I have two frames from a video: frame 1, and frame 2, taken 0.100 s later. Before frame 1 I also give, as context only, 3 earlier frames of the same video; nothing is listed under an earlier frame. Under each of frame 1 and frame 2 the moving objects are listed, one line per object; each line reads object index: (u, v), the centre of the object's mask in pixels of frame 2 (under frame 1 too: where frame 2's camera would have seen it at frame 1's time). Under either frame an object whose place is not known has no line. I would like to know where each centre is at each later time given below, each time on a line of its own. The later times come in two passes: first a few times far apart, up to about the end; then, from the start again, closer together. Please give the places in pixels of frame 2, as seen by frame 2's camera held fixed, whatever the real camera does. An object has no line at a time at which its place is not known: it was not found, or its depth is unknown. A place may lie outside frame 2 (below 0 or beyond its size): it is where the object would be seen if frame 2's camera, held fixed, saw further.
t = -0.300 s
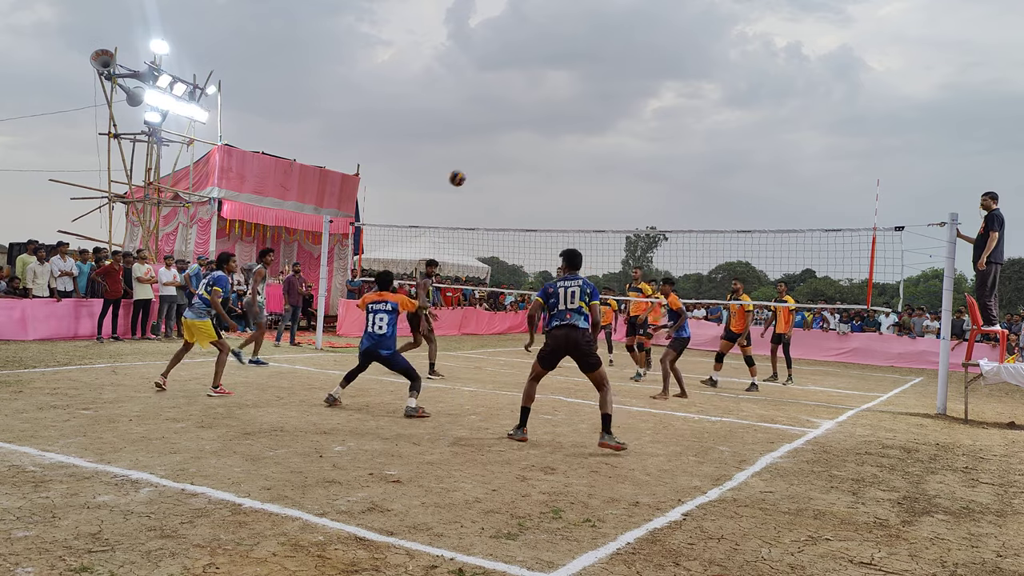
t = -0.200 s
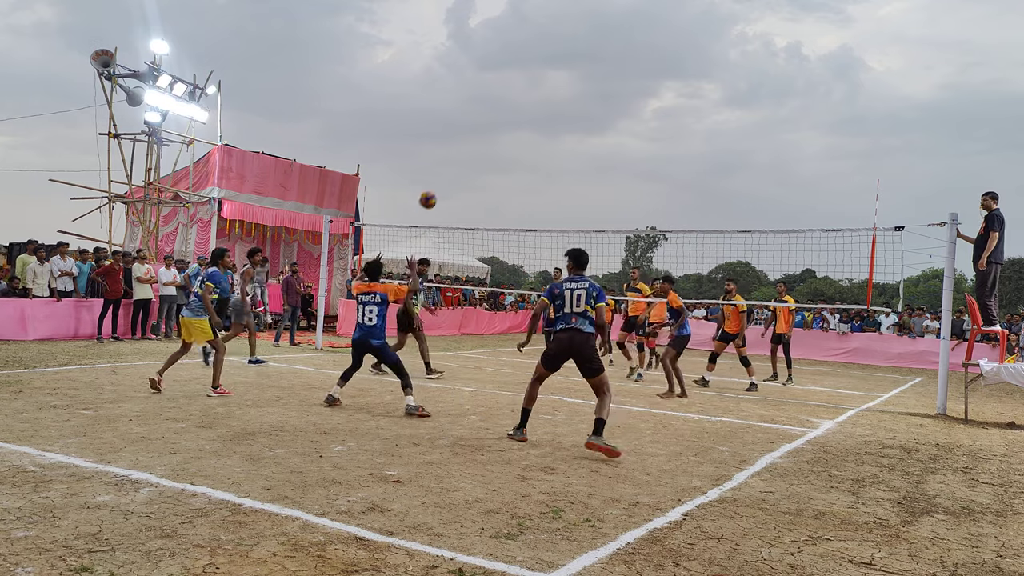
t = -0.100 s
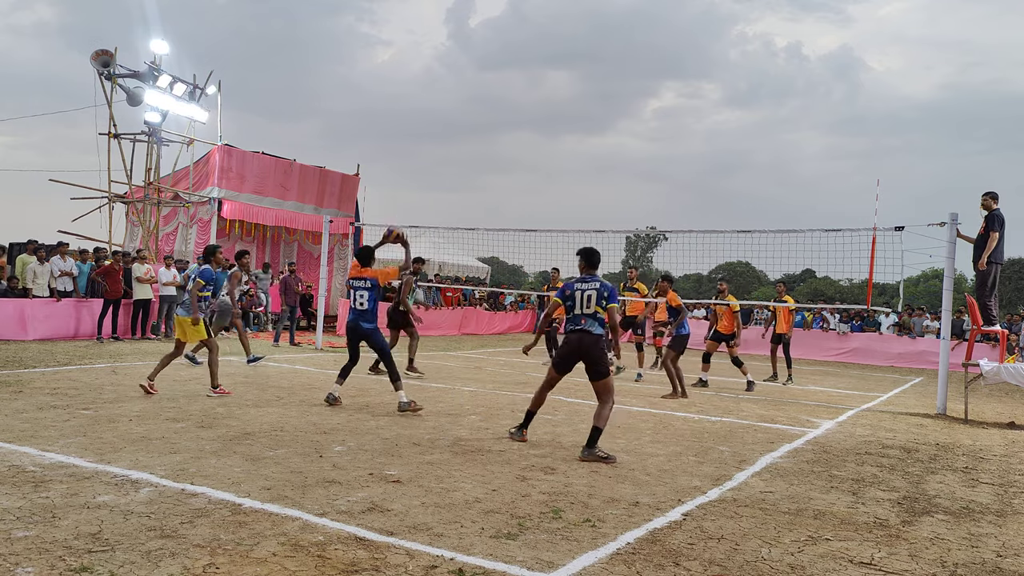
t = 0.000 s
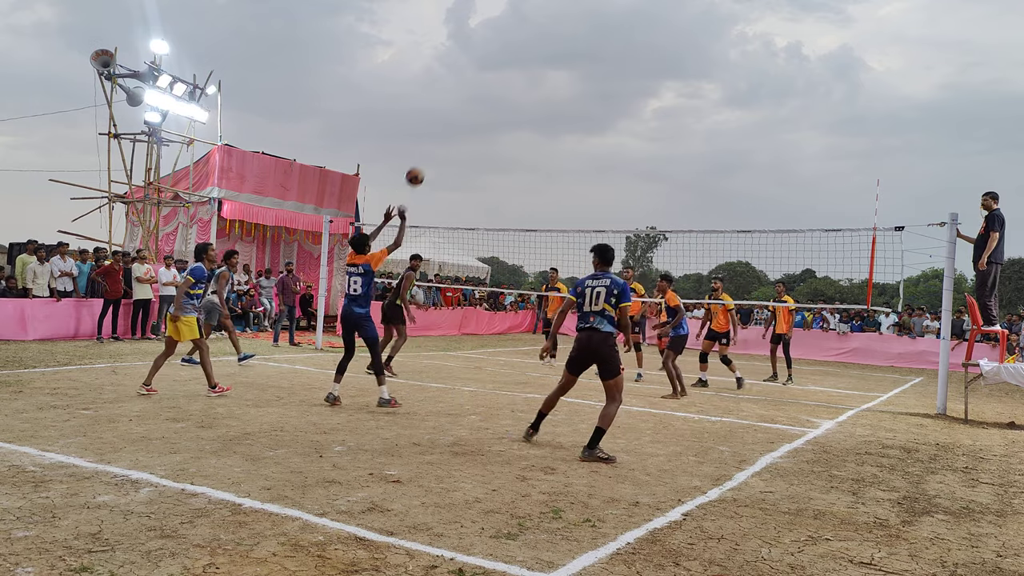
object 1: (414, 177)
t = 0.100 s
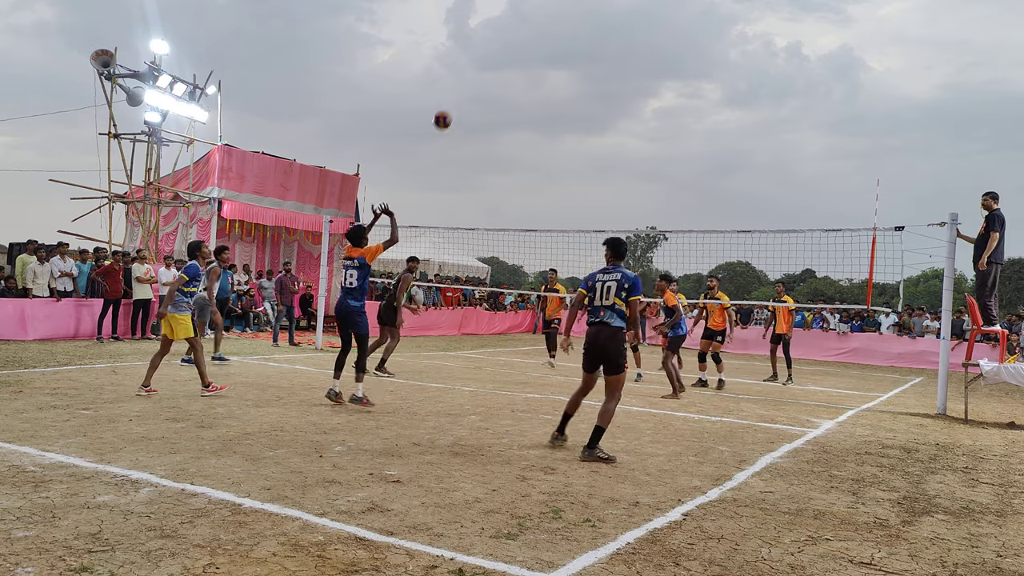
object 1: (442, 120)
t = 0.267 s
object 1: (485, 52)
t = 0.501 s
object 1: (536, 6)
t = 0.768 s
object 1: (585, 6)
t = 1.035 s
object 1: (626, 58)
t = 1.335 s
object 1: (663, 167)
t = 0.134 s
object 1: (451, 104)
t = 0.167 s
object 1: (460, 89)
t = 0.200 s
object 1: (469, 76)
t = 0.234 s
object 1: (477, 63)
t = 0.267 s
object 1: (485, 52)
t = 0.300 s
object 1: (493, 42)
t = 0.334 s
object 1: (501, 33)
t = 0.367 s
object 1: (508, 26)
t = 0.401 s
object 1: (515, 19)
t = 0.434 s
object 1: (522, 13)
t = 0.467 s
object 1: (529, 8)
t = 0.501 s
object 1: (536, 6)
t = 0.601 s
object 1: (555, 3)
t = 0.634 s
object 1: (562, 3)
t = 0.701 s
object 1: (574, 4)
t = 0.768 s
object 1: (585, 6)
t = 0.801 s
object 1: (590, 9)
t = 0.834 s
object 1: (596, 11)
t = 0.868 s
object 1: (601, 14)
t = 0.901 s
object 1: (606, 25)
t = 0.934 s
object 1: (612, 33)
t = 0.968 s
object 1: (617, 40)
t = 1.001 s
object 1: (622, 48)
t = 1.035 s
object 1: (626, 58)
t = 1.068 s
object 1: (630, 67)
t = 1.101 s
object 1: (635, 77)
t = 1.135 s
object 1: (639, 88)
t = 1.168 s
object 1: (644, 100)
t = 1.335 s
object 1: (663, 167)
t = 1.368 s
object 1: (667, 182)
